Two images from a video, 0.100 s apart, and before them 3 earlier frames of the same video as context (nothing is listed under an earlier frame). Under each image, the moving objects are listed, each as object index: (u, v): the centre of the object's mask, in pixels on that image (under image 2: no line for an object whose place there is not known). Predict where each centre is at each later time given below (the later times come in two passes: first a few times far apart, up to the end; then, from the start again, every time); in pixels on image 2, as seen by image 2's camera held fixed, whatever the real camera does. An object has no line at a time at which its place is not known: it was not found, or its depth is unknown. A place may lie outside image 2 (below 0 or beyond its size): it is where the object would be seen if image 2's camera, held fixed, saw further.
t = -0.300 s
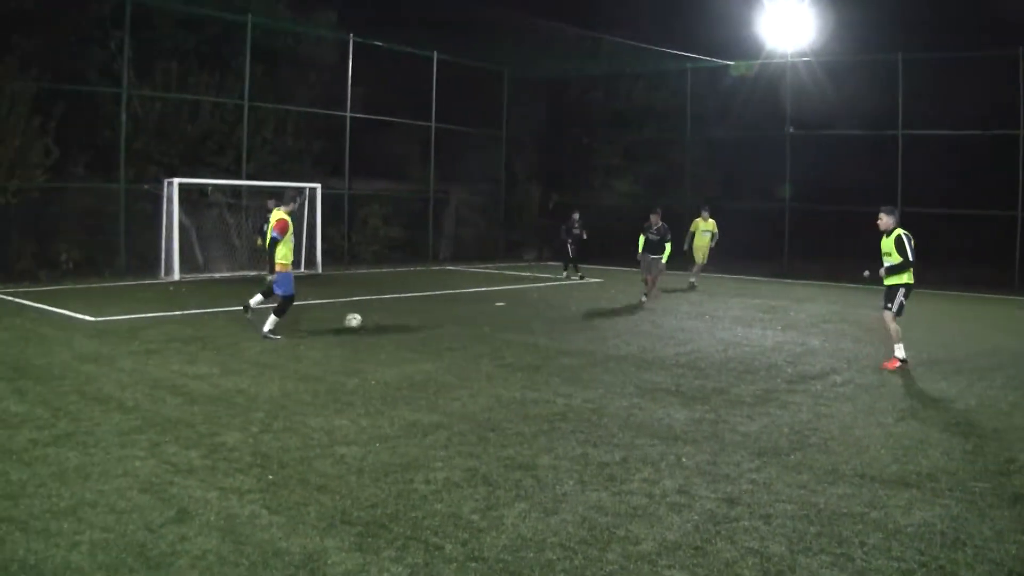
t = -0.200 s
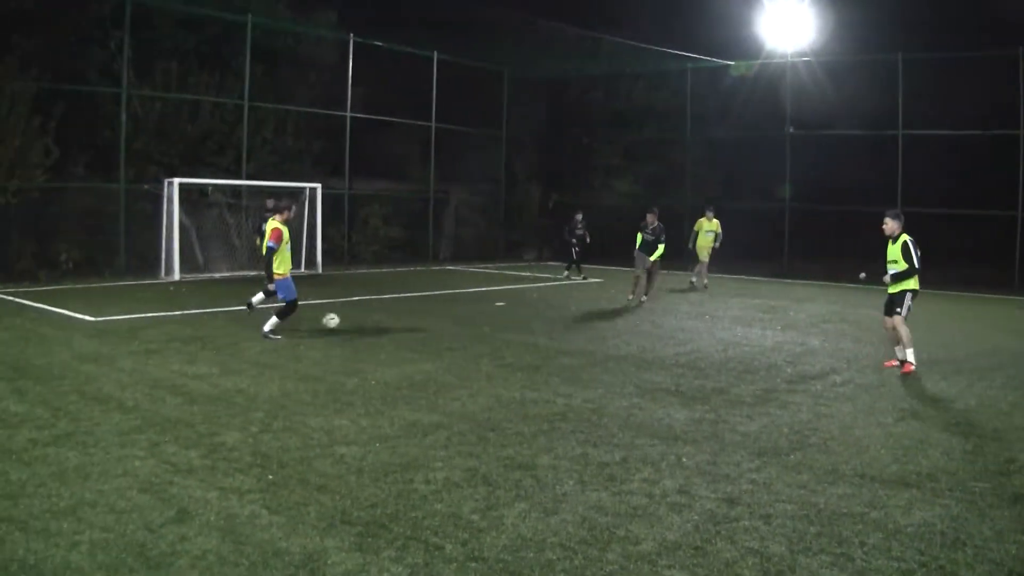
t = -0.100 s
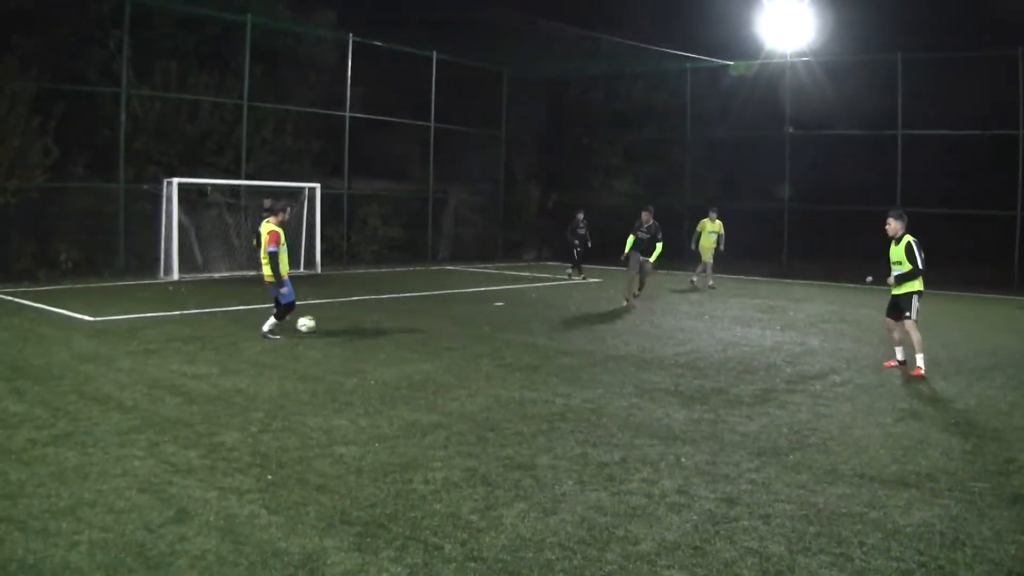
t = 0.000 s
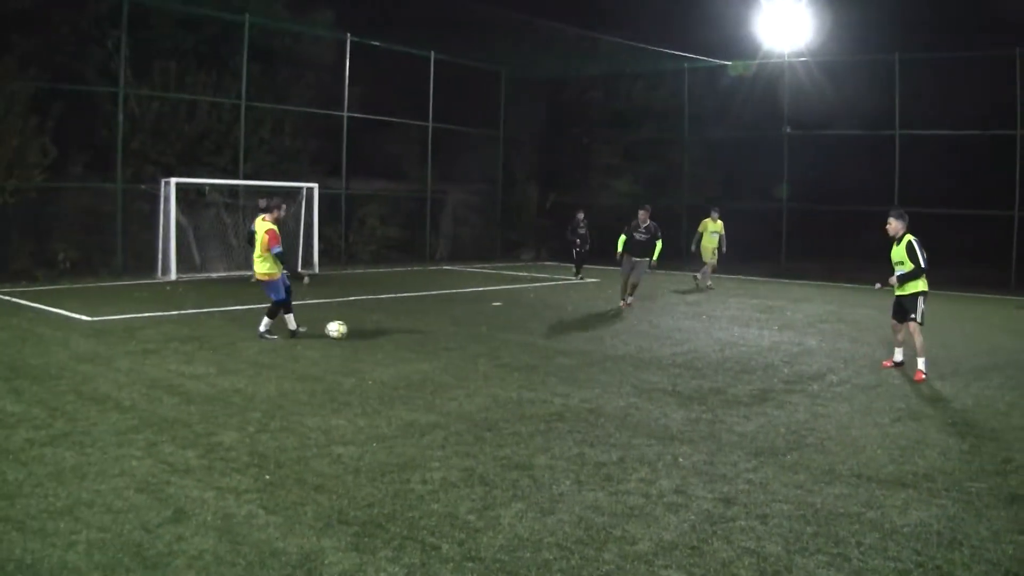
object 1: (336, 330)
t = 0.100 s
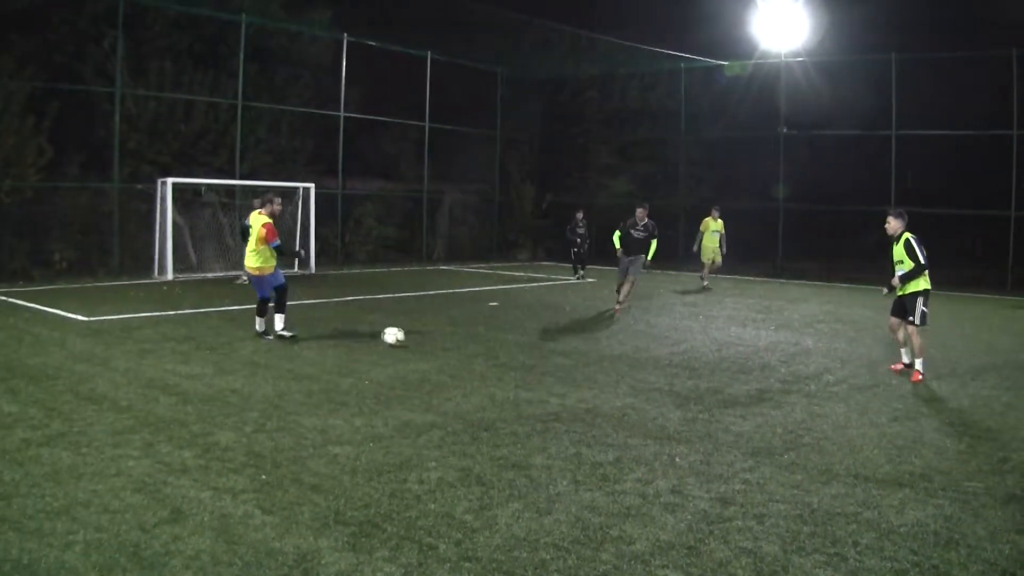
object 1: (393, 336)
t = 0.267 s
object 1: (500, 350)
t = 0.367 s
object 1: (565, 359)
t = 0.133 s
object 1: (414, 339)
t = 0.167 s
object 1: (434, 342)
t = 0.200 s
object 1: (457, 346)
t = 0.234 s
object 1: (479, 348)
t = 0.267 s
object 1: (500, 350)
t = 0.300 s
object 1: (522, 354)
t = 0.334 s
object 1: (543, 357)
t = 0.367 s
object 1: (565, 359)
